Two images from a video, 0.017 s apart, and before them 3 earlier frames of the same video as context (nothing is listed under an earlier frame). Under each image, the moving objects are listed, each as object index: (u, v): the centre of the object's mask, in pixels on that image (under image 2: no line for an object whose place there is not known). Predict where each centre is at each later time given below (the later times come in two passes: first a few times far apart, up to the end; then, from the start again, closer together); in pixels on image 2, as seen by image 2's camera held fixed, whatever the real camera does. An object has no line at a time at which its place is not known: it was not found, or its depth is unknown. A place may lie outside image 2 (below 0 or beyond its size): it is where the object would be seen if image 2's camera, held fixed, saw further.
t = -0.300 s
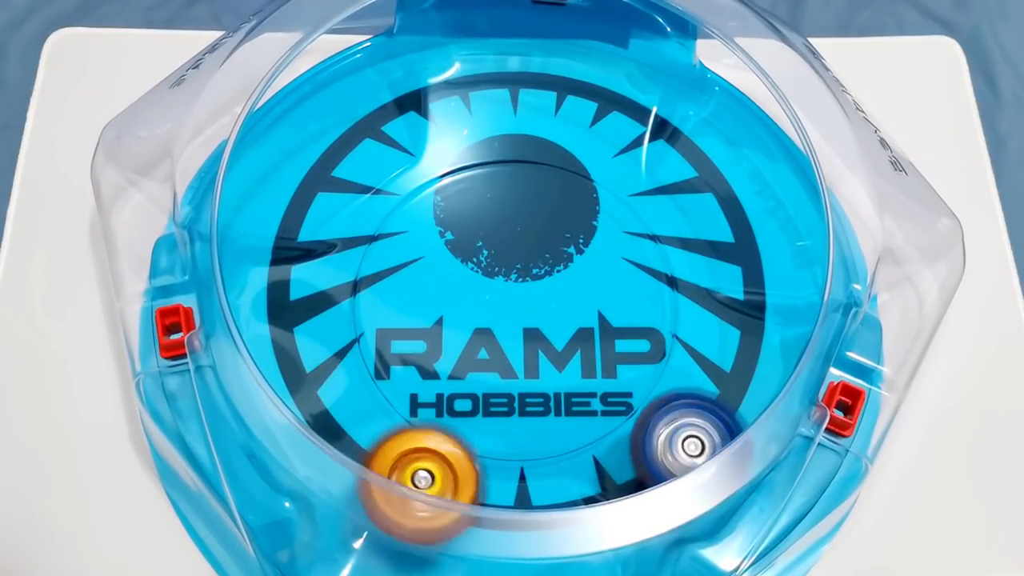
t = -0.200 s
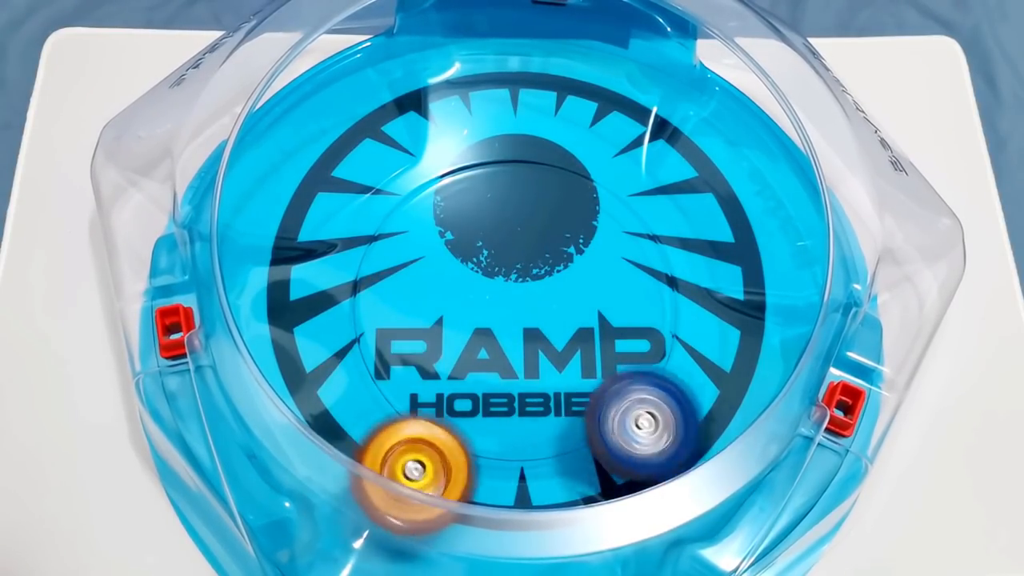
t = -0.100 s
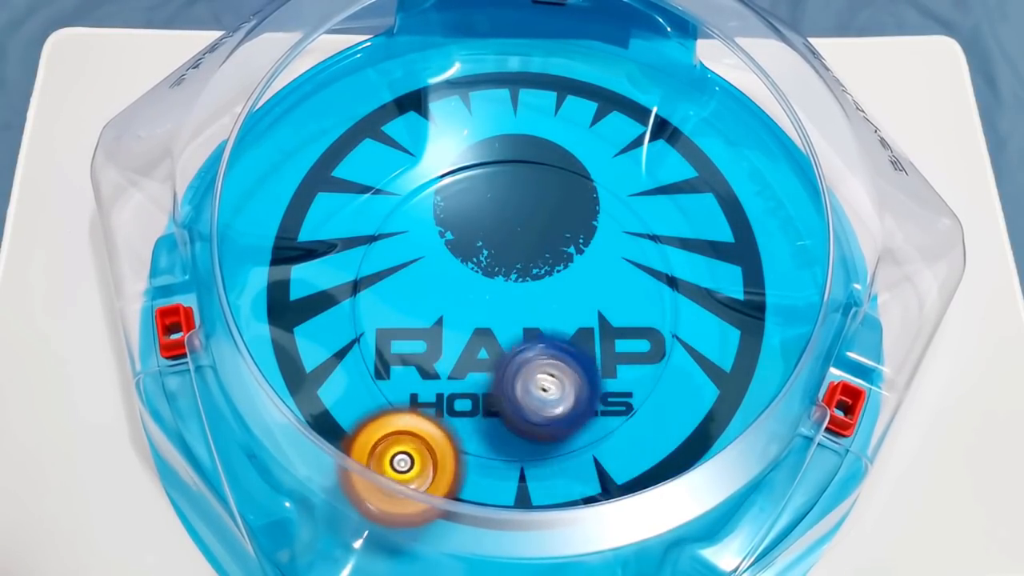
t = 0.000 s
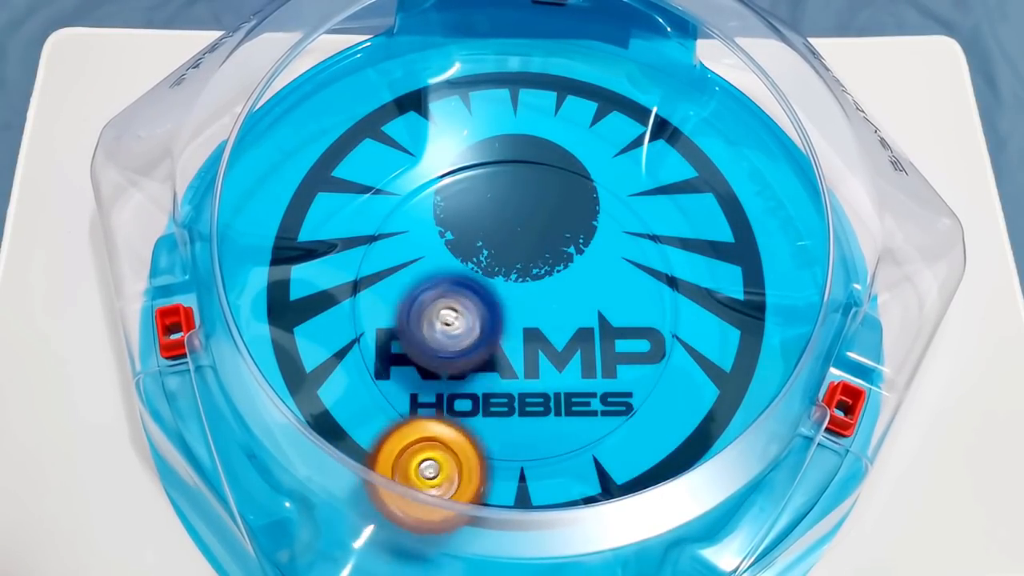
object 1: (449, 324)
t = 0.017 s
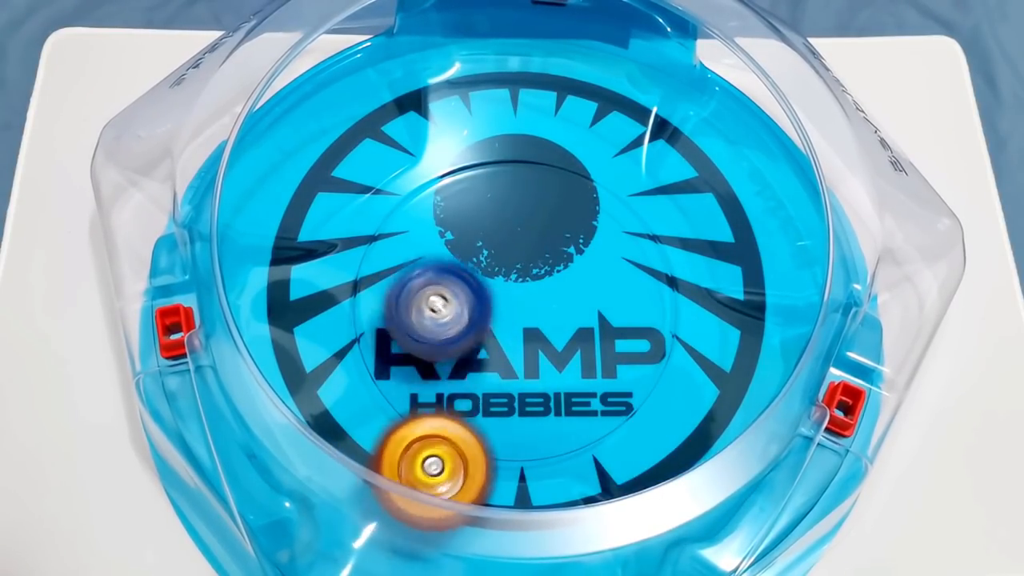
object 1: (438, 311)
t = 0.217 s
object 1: (414, 178)
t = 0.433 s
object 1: (537, 105)
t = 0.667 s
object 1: (587, 169)
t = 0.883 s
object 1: (682, 229)
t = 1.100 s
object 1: (663, 298)
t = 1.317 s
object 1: (480, 308)
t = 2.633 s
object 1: (481, 227)
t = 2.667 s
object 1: (492, 227)
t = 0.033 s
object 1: (427, 298)
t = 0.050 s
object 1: (417, 286)
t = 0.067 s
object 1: (410, 272)
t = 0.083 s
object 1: (404, 260)
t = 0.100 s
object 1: (399, 246)
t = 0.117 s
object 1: (396, 235)
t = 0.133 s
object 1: (395, 223)
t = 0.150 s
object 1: (395, 214)
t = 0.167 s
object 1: (397, 203)
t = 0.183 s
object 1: (401, 194)
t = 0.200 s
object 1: (407, 185)
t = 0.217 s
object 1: (414, 178)
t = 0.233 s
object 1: (424, 173)
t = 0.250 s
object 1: (435, 168)
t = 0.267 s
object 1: (447, 164)
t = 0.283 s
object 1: (460, 162)
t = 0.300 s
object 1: (474, 162)
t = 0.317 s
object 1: (489, 163)
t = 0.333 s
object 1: (504, 164)
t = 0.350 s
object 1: (513, 159)
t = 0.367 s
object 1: (518, 145)
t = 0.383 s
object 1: (523, 133)
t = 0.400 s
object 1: (528, 122)
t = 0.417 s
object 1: (532, 113)
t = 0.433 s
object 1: (537, 105)
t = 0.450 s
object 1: (542, 100)
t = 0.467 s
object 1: (547, 95)
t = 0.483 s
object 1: (552, 93)
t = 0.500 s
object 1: (556, 92)
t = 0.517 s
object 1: (561, 94)
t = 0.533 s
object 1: (564, 97)
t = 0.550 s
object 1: (568, 101)
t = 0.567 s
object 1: (572, 107)
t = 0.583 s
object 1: (576, 115)
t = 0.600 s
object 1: (578, 123)
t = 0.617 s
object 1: (581, 133)
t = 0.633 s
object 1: (583, 144)
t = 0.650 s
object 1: (585, 155)
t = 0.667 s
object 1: (587, 169)
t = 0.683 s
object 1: (588, 184)
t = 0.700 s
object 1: (588, 199)
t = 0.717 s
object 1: (589, 216)
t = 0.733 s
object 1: (587, 232)
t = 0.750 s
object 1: (591, 239)
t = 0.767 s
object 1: (607, 235)
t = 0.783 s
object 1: (622, 230)
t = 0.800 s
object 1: (636, 226)
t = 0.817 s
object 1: (649, 224)
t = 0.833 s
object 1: (659, 223)
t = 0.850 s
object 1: (668, 224)
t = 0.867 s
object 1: (676, 226)
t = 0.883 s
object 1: (682, 229)
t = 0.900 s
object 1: (686, 232)
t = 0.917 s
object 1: (690, 238)
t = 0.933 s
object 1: (693, 242)
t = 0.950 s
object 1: (695, 247)
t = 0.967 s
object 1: (697, 252)
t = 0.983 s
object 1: (698, 256)
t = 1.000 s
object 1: (698, 261)
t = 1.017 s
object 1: (698, 265)
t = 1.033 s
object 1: (697, 269)
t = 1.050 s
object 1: (694, 273)
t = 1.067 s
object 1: (683, 285)
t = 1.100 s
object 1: (663, 298)
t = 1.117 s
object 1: (651, 302)
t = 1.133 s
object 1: (638, 306)
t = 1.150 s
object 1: (625, 310)
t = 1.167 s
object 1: (611, 313)
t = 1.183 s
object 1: (595, 316)
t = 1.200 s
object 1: (581, 317)
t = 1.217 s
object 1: (566, 317)
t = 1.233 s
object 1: (550, 317)
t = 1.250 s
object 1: (535, 317)
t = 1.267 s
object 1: (521, 315)
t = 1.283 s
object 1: (506, 313)
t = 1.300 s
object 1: (493, 311)
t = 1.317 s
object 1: (480, 308)
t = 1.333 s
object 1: (468, 305)
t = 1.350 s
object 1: (457, 302)
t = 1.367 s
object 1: (447, 297)
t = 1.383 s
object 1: (438, 292)
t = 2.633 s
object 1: (481, 227)
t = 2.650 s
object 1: (487, 227)
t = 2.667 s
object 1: (492, 227)
